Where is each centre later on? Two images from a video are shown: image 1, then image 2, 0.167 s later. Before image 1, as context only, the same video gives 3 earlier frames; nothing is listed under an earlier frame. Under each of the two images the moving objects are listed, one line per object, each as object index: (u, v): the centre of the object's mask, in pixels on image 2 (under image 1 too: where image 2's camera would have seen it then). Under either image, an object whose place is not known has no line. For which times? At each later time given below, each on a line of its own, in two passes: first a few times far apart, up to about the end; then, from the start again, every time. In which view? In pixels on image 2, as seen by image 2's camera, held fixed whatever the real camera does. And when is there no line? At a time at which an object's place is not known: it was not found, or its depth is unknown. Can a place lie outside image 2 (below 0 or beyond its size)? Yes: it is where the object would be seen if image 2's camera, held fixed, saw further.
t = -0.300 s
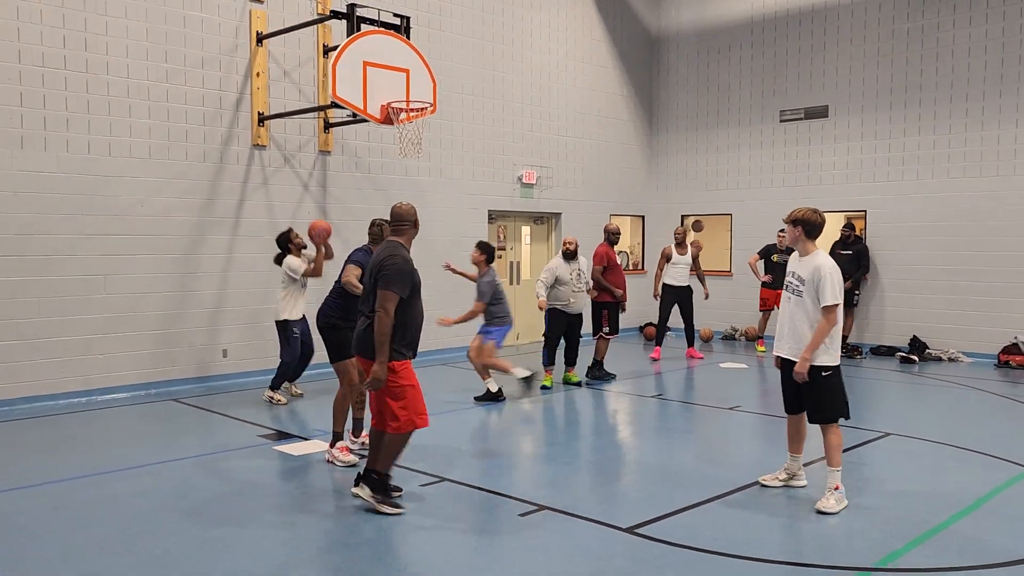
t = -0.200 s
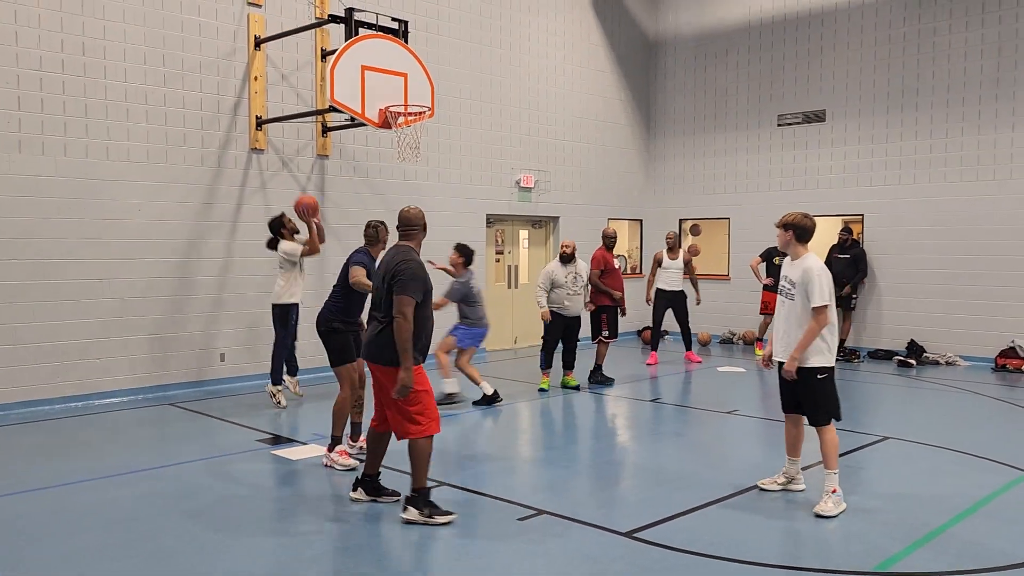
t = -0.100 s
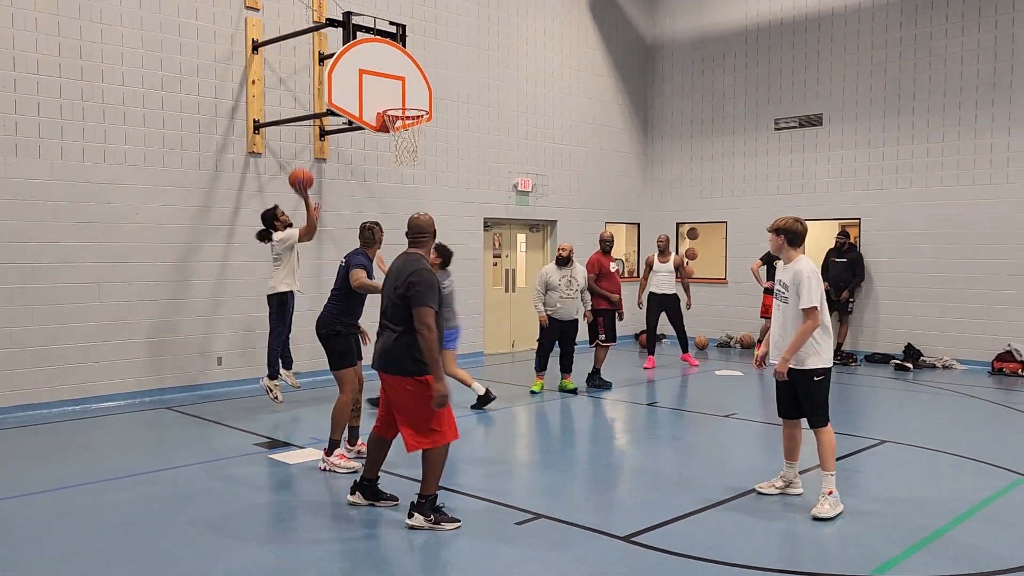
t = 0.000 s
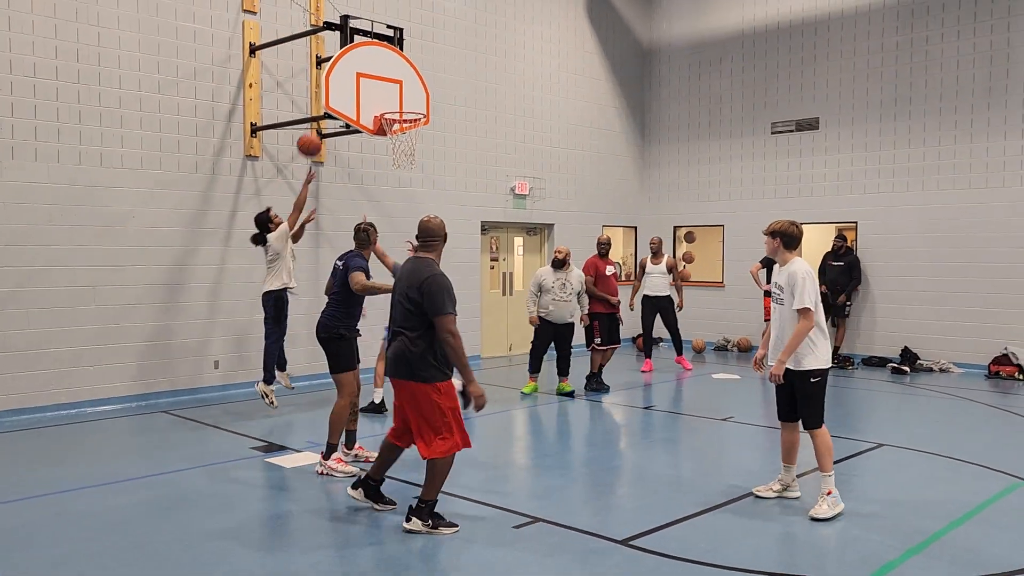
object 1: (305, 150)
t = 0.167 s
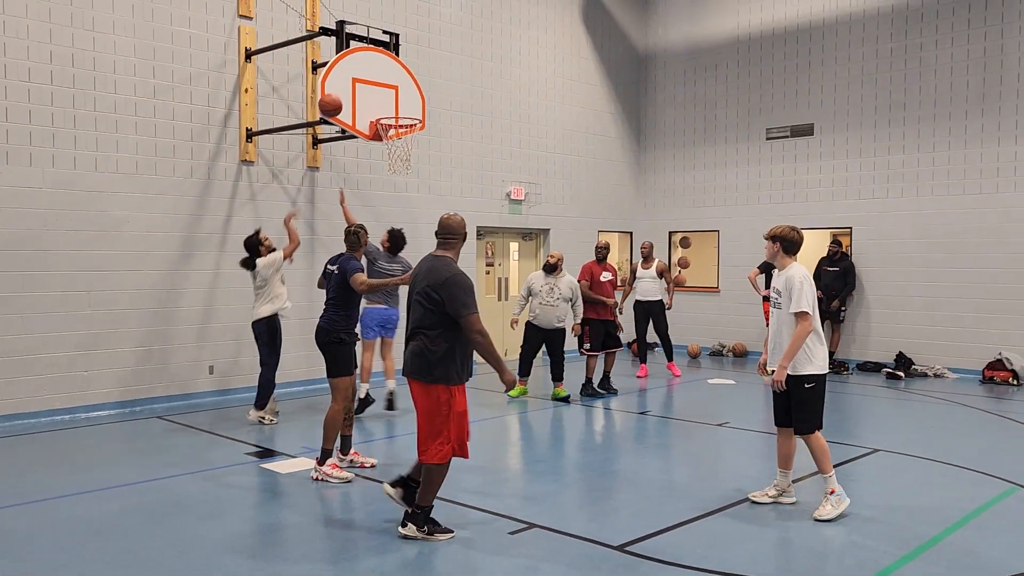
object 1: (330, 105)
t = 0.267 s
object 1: (345, 92)
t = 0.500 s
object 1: (379, 99)
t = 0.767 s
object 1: (415, 136)
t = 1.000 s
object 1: (410, 158)
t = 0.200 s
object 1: (335, 100)
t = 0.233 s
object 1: (340, 95)
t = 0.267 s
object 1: (345, 92)
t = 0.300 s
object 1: (350, 90)
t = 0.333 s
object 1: (355, 89)
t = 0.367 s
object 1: (360, 89)
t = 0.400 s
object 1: (365, 90)
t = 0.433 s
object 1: (370, 92)
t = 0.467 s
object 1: (375, 95)
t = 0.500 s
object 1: (379, 99)
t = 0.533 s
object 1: (384, 104)
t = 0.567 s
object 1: (388, 109)
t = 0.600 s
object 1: (393, 117)
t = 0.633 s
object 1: (398, 119)
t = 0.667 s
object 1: (403, 123)
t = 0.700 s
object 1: (407, 127)
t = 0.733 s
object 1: (411, 132)
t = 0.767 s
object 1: (415, 136)
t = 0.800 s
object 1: (416, 139)
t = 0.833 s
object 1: (417, 143)
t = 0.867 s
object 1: (416, 144)
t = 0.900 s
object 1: (415, 146)
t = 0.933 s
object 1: (413, 149)
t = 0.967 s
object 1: (412, 152)
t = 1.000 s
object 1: (410, 158)
